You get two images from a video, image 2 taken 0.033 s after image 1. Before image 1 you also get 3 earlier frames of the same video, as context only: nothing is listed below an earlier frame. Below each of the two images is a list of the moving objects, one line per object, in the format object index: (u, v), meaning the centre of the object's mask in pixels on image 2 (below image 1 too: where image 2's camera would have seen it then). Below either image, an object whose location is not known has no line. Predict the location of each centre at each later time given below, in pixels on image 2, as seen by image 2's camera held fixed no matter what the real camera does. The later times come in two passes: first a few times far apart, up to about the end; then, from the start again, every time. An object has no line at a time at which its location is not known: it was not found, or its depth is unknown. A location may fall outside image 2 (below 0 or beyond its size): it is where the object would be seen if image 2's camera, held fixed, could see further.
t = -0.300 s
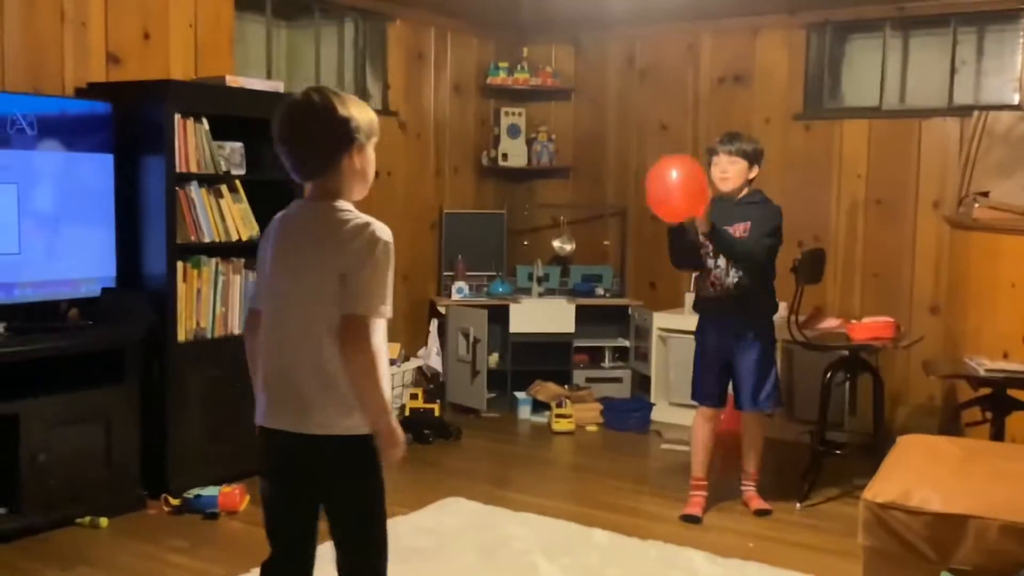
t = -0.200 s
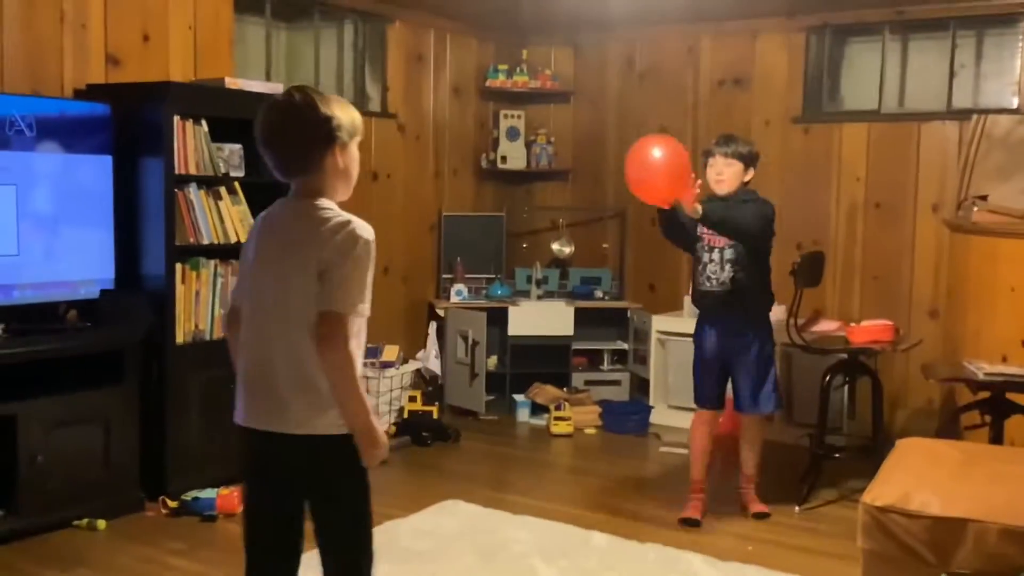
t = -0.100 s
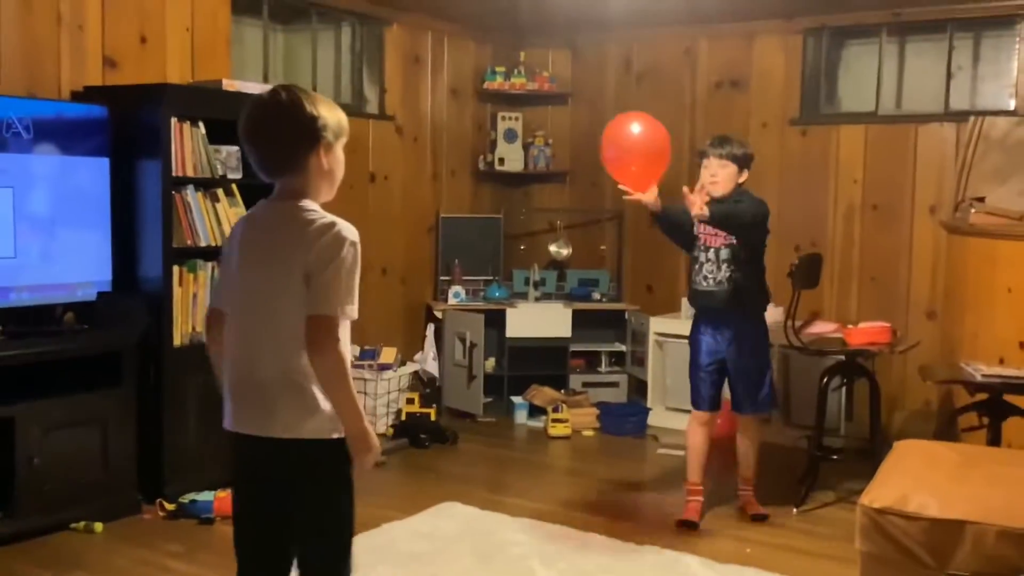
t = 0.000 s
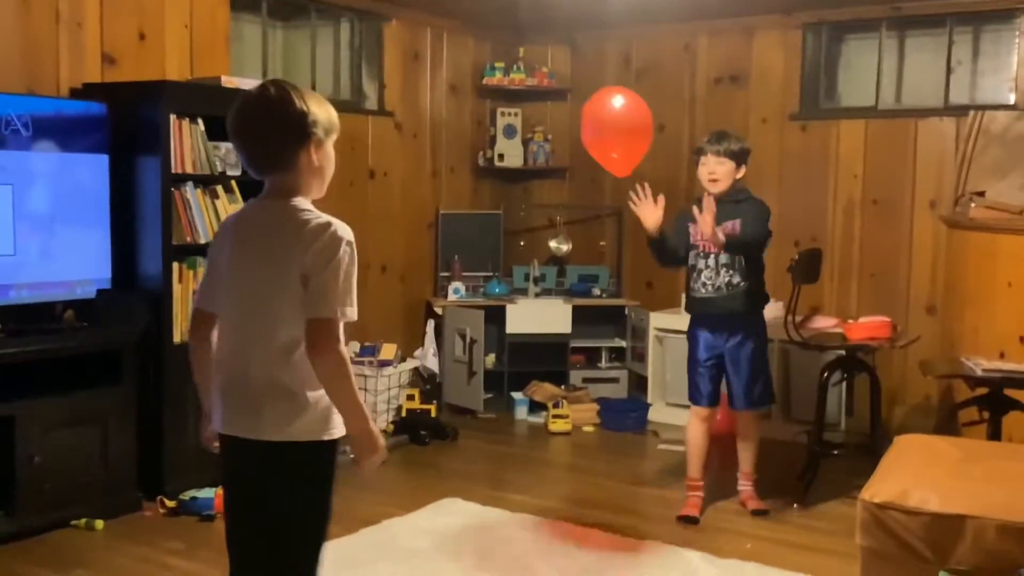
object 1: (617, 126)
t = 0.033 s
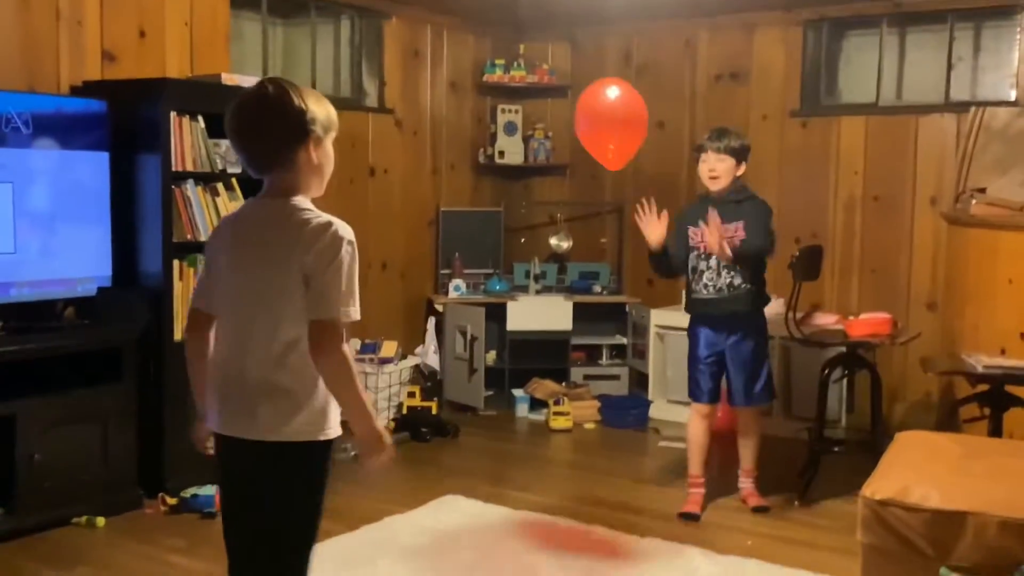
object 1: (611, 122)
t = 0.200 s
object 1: (583, 112)
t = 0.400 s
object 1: (553, 128)
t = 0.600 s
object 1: (529, 176)
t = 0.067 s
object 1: (605, 118)
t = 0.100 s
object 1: (600, 115)
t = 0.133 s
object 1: (594, 114)
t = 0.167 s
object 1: (588, 112)
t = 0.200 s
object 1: (583, 112)
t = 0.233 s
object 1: (578, 112)
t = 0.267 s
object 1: (573, 114)
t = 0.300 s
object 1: (568, 116)
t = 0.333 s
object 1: (563, 119)
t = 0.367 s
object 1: (558, 123)
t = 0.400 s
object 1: (553, 128)
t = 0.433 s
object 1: (549, 134)
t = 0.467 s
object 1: (544, 141)
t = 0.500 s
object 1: (540, 149)
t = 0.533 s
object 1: (536, 157)
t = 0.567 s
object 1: (532, 167)
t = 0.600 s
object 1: (529, 176)
